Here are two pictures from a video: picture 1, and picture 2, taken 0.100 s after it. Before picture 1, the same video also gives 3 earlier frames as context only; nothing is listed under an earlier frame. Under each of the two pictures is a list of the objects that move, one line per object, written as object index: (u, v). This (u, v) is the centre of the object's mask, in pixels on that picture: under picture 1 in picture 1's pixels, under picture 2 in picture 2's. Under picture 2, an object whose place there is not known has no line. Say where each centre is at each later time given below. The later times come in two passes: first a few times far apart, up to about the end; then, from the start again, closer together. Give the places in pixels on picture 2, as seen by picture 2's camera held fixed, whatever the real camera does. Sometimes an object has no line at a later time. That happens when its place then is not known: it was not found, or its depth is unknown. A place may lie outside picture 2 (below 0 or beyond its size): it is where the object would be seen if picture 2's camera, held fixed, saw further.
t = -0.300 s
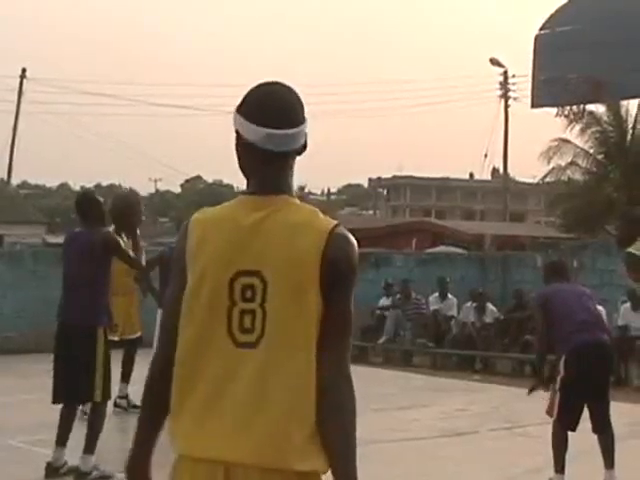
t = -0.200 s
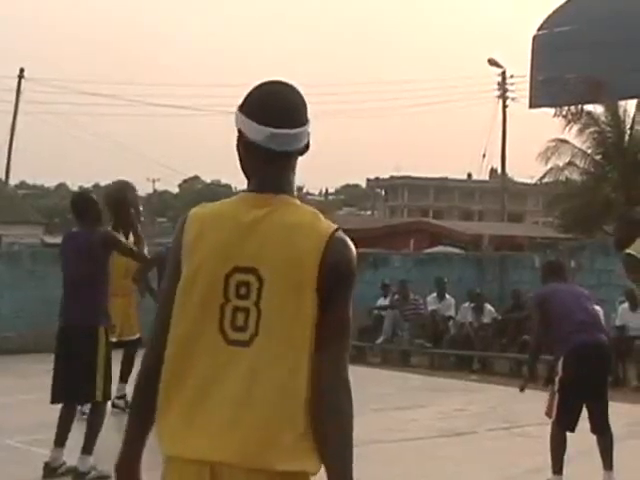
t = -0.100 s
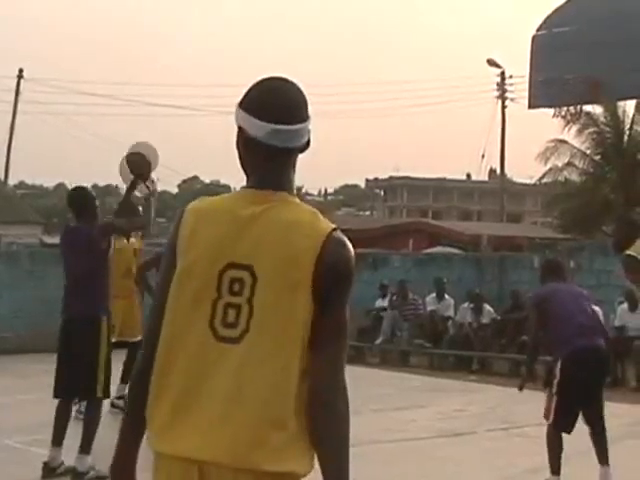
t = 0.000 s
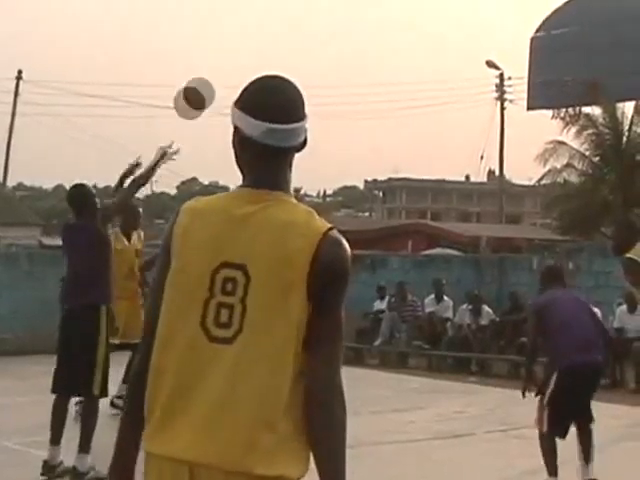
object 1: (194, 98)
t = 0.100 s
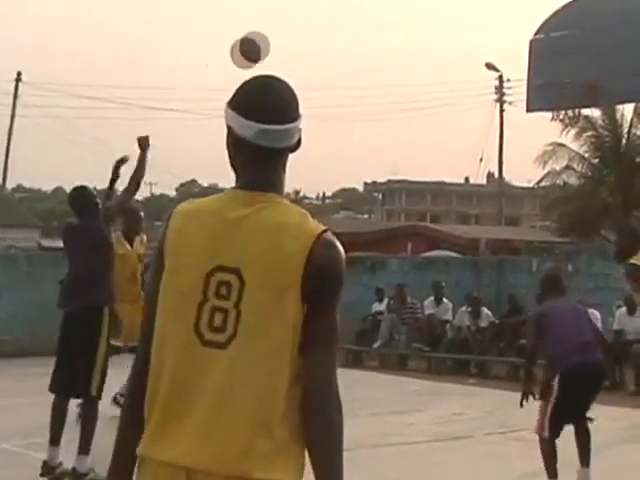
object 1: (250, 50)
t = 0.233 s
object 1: (318, 9)
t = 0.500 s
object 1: (438, -1)
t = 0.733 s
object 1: (522, 51)
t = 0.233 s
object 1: (318, 9)
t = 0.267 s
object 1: (334, 5)
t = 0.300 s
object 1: (350, 2)
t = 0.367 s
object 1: (381, -1)
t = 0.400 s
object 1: (396, -3)
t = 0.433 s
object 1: (411, -3)
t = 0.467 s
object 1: (425, -2)
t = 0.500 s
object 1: (438, -1)
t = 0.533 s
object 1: (452, 2)
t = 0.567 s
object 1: (464, 7)
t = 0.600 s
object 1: (478, 14)
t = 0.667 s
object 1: (502, 32)
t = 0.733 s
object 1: (522, 51)
